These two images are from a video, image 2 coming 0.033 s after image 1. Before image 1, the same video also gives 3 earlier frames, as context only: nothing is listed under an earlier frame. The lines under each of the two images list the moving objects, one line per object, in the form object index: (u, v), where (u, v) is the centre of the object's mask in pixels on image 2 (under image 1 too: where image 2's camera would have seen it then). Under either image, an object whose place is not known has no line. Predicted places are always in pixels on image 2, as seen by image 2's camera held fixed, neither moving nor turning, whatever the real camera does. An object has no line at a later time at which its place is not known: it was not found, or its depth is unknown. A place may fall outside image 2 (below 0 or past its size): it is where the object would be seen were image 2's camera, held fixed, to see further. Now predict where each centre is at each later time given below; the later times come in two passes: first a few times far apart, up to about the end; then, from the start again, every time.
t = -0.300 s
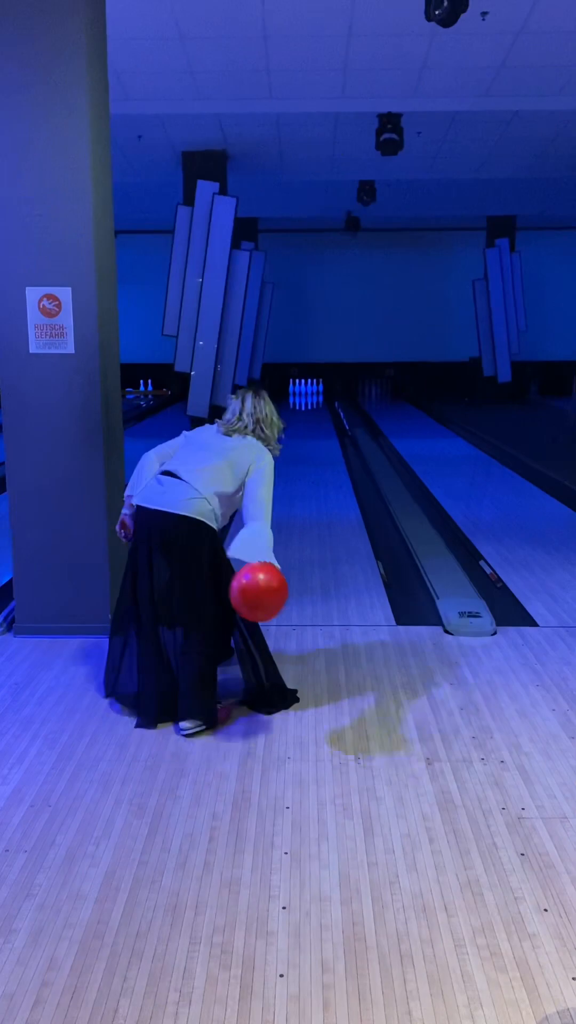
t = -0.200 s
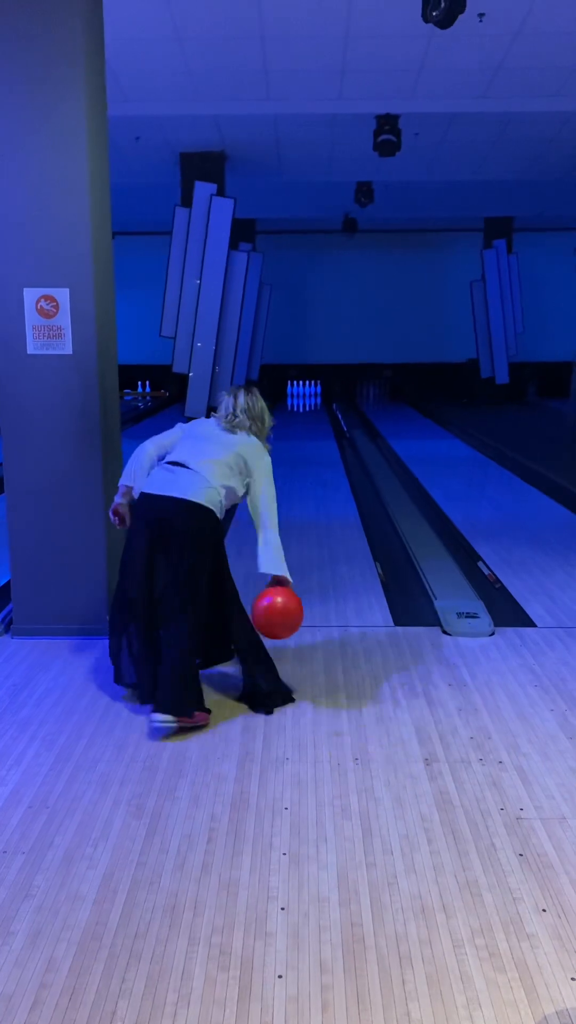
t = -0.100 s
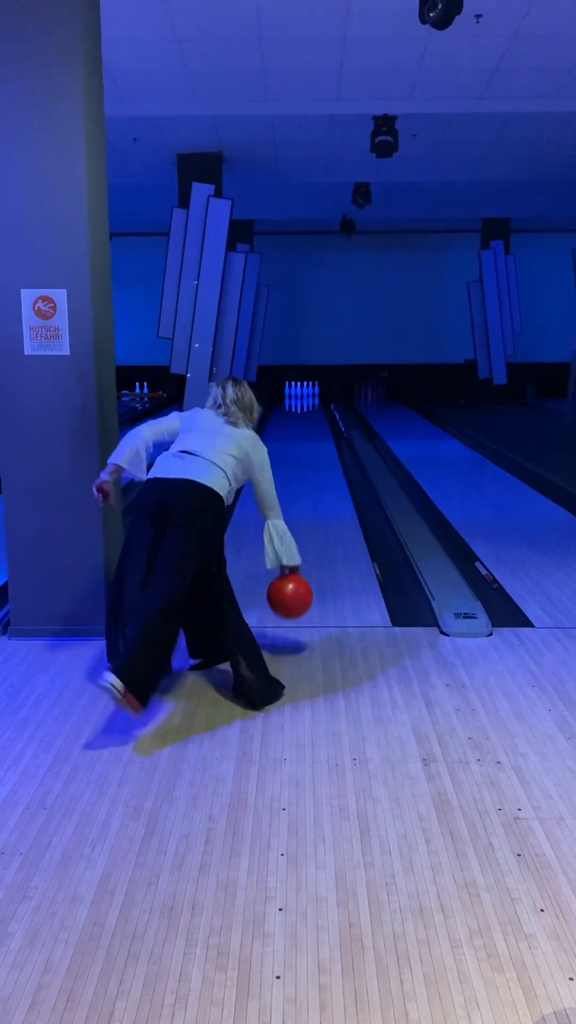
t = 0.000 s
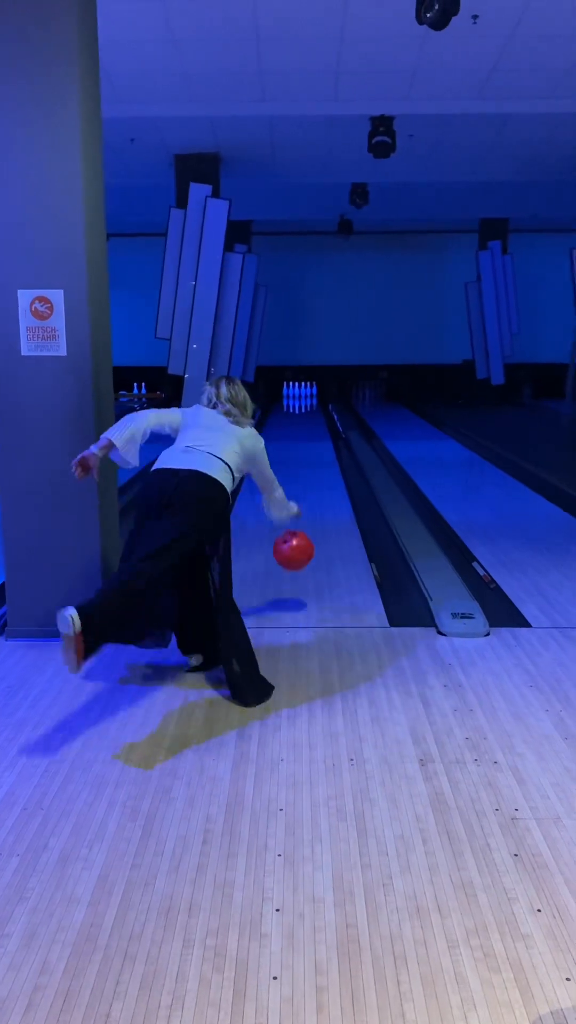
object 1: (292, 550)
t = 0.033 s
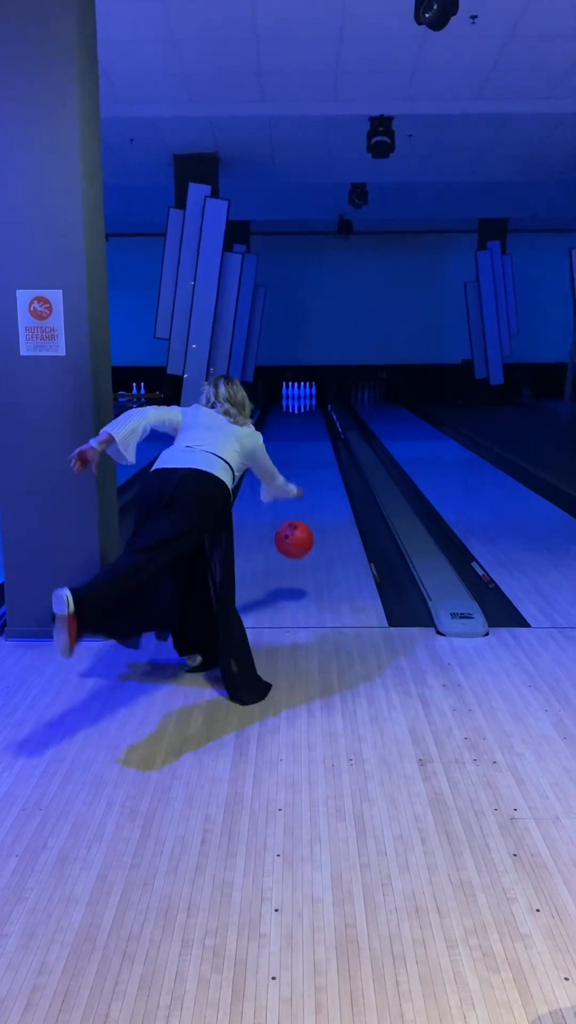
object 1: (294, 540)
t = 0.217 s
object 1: (301, 521)
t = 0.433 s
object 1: (307, 507)
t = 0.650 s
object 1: (310, 486)
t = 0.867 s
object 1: (311, 468)
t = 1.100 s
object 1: (312, 453)
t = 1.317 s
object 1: (313, 443)
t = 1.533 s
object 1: (314, 434)
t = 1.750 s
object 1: (314, 428)
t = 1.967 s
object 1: (313, 423)
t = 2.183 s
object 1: (313, 418)
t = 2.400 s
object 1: (313, 414)
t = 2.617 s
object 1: (312, 410)
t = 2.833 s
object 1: (312, 407)
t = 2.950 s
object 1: (312, 406)
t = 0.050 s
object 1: (295, 535)
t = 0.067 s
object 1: (296, 531)
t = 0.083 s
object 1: (296, 528)
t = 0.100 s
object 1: (297, 526)
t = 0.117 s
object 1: (298, 524)
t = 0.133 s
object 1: (299, 522)
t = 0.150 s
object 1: (299, 521)
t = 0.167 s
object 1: (299, 520)
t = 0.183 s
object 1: (300, 520)
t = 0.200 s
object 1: (301, 520)
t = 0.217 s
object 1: (301, 521)
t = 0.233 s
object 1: (302, 522)
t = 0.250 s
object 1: (302, 523)
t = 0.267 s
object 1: (303, 525)
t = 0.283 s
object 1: (304, 527)
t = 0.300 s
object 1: (304, 529)
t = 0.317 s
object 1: (304, 526)
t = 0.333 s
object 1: (304, 522)
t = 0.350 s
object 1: (305, 518)
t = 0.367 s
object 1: (305, 515)
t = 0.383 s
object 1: (305, 513)
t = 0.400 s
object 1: (306, 510)
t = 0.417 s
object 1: (306, 509)
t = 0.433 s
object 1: (307, 507)
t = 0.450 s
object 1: (307, 506)
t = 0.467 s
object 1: (307, 505)
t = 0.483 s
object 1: (307, 503)
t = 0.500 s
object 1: (307, 501)
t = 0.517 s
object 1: (308, 499)
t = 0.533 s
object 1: (308, 497)
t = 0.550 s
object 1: (308, 495)
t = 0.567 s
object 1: (309, 494)
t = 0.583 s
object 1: (309, 492)
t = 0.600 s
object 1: (309, 491)
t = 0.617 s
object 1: (309, 489)
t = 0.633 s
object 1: (309, 487)
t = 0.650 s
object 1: (310, 486)
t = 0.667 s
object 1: (310, 484)
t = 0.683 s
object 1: (310, 482)
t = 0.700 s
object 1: (310, 481)
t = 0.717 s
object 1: (310, 480)
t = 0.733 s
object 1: (310, 478)
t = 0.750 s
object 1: (310, 477)
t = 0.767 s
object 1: (311, 475)
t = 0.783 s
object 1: (311, 474)
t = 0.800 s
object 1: (311, 473)
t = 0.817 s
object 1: (311, 471)
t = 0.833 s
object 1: (311, 470)
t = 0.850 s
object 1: (311, 469)
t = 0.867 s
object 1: (311, 468)
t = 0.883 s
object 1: (311, 466)
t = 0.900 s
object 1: (311, 465)
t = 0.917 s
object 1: (312, 464)
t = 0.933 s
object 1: (312, 463)
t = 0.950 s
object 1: (312, 462)
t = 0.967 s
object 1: (312, 461)
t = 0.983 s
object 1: (312, 460)
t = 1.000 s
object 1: (312, 459)
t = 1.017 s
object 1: (312, 458)
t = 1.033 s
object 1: (312, 457)
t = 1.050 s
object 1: (312, 456)
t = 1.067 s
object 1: (312, 455)
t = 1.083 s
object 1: (312, 454)
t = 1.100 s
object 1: (312, 453)
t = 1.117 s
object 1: (312, 452)
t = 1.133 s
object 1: (312, 451)
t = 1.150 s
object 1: (313, 451)
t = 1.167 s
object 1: (312, 450)
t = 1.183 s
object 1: (313, 449)
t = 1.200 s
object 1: (313, 448)
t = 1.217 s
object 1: (313, 447)
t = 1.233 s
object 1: (313, 446)
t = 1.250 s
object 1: (313, 446)
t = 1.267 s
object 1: (313, 445)
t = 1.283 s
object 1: (313, 444)
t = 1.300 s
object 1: (313, 444)
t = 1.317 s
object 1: (313, 443)
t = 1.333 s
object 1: (313, 442)
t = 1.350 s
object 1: (313, 442)
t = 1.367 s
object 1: (313, 441)
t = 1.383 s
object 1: (313, 440)
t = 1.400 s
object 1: (314, 439)
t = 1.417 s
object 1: (313, 439)
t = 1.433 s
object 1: (313, 438)
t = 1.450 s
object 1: (314, 437)
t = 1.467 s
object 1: (313, 437)
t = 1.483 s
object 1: (313, 436)
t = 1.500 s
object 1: (313, 436)
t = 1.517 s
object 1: (314, 435)
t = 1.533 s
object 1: (314, 434)
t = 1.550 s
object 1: (314, 434)
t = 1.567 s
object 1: (314, 434)
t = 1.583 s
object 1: (313, 433)
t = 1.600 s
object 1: (314, 433)
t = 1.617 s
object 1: (314, 432)
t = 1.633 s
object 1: (314, 432)
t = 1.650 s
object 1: (313, 431)
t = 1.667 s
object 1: (313, 430)
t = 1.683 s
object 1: (313, 430)
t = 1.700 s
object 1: (313, 430)
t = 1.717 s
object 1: (313, 429)
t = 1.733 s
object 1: (313, 429)
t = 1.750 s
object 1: (314, 428)
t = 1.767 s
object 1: (313, 428)
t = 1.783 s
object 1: (314, 427)
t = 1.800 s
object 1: (313, 427)
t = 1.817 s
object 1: (313, 427)
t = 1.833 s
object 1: (313, 426)
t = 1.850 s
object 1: (313, 426)
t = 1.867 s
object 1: (313, 426)
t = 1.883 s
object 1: (313, 425)
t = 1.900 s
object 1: (313, 425)
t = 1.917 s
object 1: (313, 424)
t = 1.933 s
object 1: (313, 424)
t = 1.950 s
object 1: (313, 423)
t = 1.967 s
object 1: (313, 423)
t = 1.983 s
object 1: (313, 422)
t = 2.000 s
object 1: (313, 422)
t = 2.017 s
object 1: (313, 422)
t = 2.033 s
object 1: (313, 421)
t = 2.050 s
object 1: (313, 420)
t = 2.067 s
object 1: (313, 420)
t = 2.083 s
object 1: (313, 420)
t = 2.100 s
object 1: (313, 420)
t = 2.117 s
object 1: (313, 419)
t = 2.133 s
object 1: (313, 420)
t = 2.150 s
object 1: (313, 419)
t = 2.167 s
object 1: (313, 419)
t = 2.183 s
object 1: (313, 418)
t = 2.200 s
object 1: (313, 418)
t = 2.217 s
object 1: (313, 418)
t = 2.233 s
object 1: (313, 418)
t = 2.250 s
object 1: (313, 416)
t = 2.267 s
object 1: (313, 416)
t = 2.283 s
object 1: (313, 416)
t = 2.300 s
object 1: (313, 415)
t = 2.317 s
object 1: (313, 415)
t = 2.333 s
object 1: (313, 415)
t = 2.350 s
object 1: (313, 414)
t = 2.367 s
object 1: (313, 414)
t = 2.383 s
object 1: (313, 414)
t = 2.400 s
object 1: (313, 414)
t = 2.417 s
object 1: (313, 414)
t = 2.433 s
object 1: (313, 413)
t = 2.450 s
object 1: (313, 412)
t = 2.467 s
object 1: (312, 412)
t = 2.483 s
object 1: (312, 412)
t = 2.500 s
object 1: (312, 412)
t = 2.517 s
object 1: (312, 412)
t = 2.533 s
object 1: (312, 412)
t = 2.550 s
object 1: (312, 411)
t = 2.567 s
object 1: (312, 410)
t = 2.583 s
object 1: (312, 411)
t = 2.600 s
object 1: (311, 410)
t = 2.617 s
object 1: (312, 410)
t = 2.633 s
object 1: (312, 410)
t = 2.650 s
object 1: (311, 410)
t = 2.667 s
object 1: (312, 409)
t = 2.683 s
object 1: (311, 409)
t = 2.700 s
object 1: (312, 409)
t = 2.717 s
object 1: (312, 409)
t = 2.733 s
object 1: (311, 408)
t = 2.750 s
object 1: (312, 408)
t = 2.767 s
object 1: (311, 408)
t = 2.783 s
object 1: (312, 408)
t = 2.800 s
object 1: (312, 407)
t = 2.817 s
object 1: (312, 407)
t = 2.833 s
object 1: (312, 407)
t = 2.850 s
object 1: (312, 407)
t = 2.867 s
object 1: (312, 407)
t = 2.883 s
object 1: (312, 407)
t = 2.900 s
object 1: (311, 407)
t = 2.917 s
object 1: (311, 406)
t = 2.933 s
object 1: (312, 406)
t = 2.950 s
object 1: (312, 406)
